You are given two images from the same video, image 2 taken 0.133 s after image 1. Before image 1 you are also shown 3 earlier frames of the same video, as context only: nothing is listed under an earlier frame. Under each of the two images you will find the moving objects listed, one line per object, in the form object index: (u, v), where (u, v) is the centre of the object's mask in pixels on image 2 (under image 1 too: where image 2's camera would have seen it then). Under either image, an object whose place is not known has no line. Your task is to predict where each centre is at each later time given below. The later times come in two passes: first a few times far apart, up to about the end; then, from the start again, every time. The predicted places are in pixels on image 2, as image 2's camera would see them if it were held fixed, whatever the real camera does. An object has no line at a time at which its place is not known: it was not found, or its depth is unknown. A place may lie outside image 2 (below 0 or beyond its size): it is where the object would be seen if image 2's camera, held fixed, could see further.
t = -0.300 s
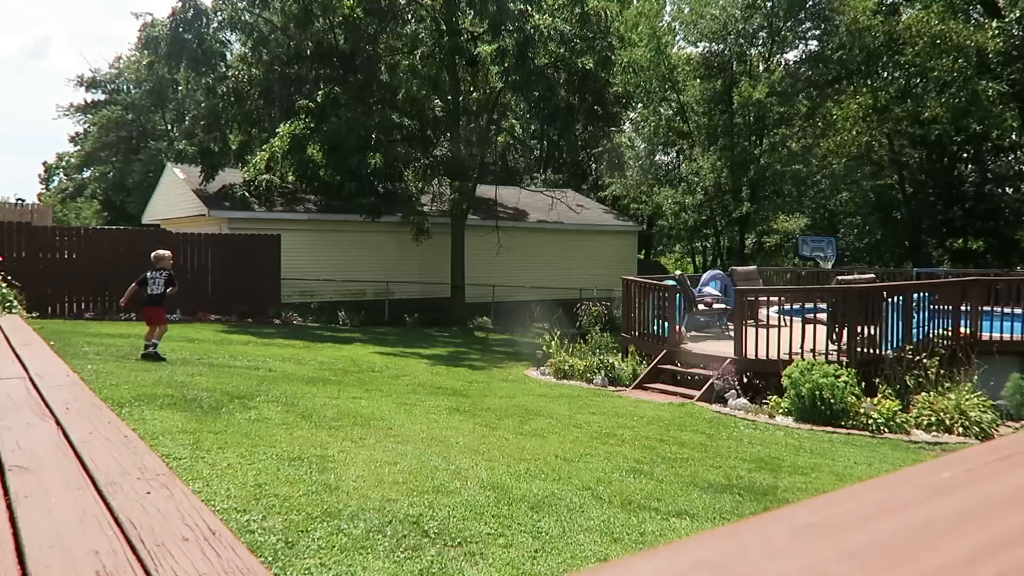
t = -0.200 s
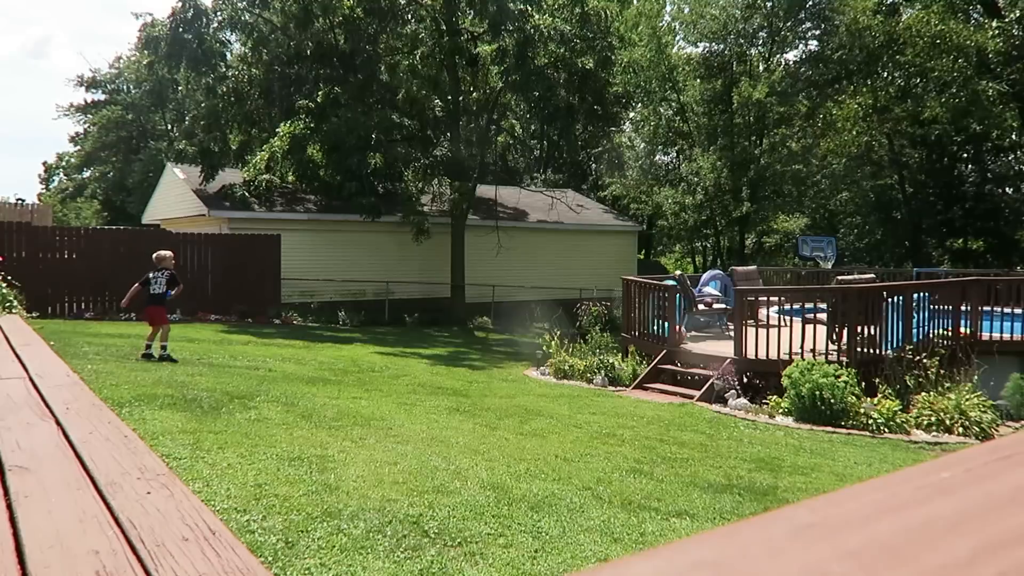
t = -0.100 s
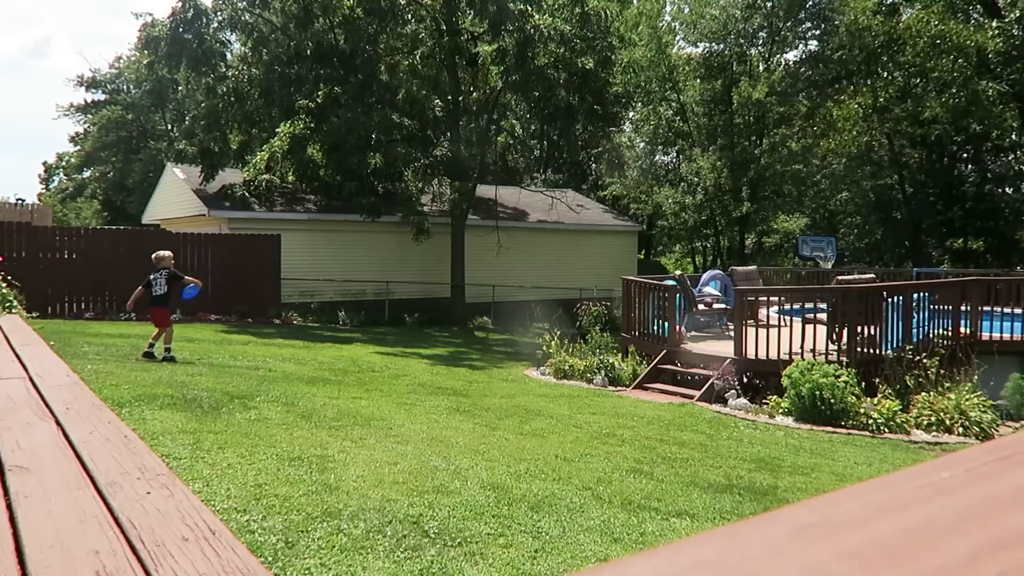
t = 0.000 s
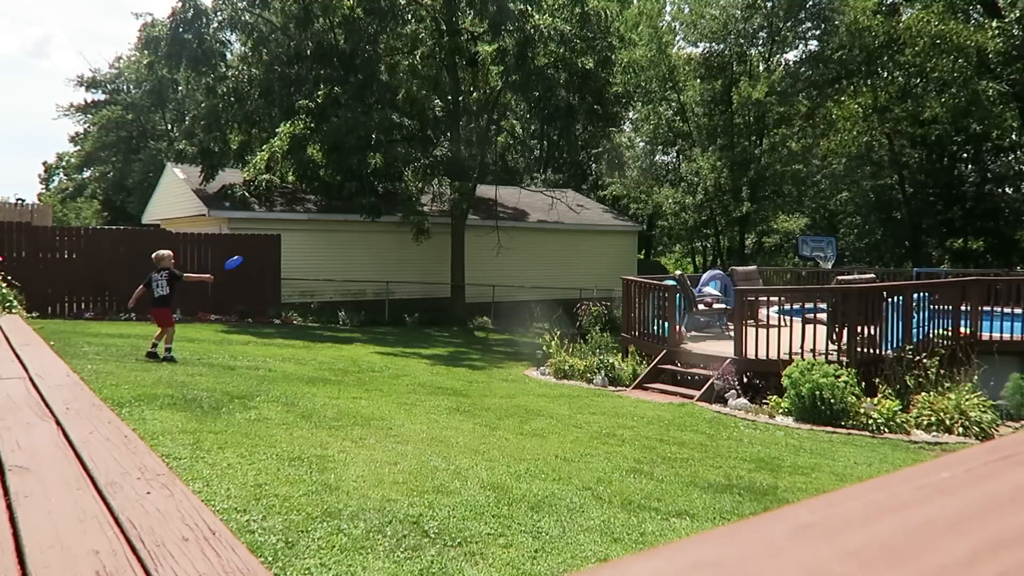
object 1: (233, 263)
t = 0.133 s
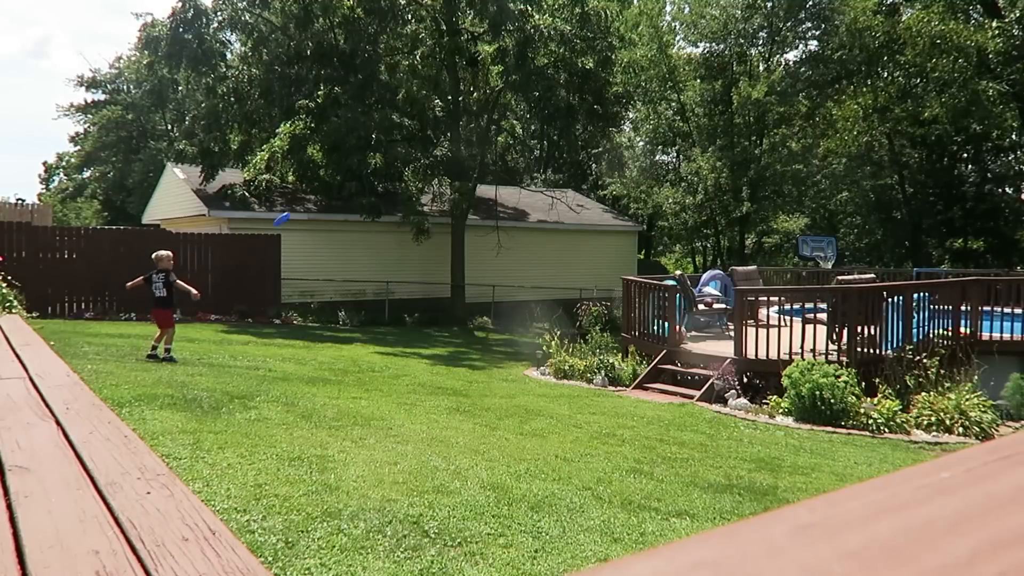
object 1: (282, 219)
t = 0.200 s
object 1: (306, 200)
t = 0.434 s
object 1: (384, 147)
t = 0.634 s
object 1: (443, 115)
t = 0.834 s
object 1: (493, 98)
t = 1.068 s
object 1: (537, 102)
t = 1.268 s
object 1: (561, 130)
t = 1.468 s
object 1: (565, 185)
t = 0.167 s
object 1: (293, 209)
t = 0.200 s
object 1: (306, 200)
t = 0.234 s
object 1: (317, 191)
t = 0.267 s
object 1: (328, 183)
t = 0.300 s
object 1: (340, 175)
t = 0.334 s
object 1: (351, 167)
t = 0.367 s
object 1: (363, 160)
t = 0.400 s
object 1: (374, 153)
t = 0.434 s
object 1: (384, 147)
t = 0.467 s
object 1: (395, 141)
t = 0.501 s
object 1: (405, 135)
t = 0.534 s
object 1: (415, 129)
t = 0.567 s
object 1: (425, 124)
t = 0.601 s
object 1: (434, 119)
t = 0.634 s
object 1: (443, 115)
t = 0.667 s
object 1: (453, 111)
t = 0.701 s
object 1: (461, 107)
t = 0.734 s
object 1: (470, 103)
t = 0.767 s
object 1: (477, 101)
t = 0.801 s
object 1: (485, 100)
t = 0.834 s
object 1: (493, 98)
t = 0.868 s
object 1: (500, 96)
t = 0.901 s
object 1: (507, 96)
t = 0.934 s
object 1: (514, 96)
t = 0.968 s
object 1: (520, 96)
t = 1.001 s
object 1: (526, 97)
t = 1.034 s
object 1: (532, 99)
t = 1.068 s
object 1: (537, 102)
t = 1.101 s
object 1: (542, 105)
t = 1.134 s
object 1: (546, 109)
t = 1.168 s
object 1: (551, 113)
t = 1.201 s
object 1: (554, 118)
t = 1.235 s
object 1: (558, 124)
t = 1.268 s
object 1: (561, 130)
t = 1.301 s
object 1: (563, 138)
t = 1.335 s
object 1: (565, 146)
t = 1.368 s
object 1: (566, 154)
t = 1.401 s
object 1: (566, 164)
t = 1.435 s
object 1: (566, 174)
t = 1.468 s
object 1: (565, 185)
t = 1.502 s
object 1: (564, 196)
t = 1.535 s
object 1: (561, 209)
